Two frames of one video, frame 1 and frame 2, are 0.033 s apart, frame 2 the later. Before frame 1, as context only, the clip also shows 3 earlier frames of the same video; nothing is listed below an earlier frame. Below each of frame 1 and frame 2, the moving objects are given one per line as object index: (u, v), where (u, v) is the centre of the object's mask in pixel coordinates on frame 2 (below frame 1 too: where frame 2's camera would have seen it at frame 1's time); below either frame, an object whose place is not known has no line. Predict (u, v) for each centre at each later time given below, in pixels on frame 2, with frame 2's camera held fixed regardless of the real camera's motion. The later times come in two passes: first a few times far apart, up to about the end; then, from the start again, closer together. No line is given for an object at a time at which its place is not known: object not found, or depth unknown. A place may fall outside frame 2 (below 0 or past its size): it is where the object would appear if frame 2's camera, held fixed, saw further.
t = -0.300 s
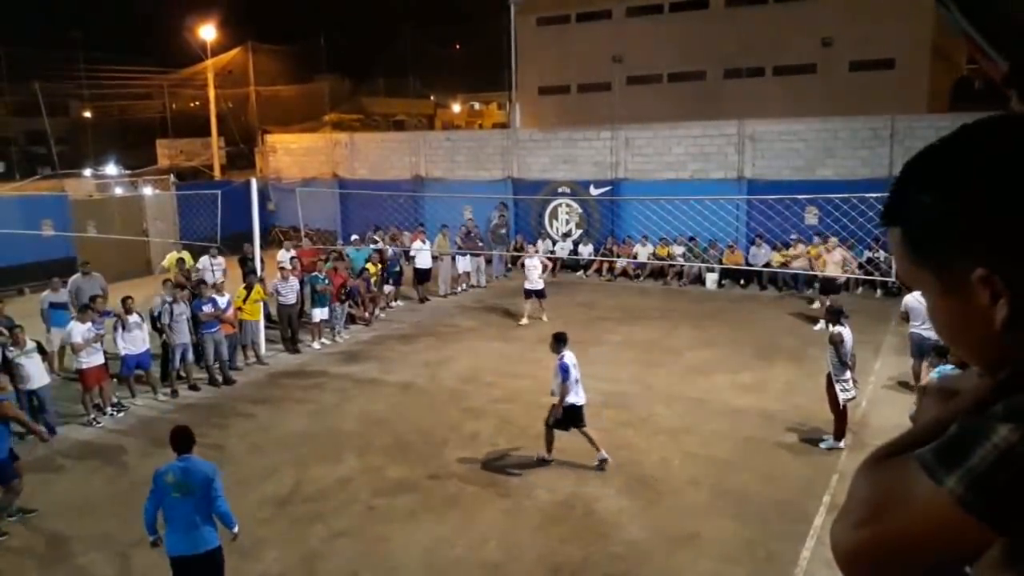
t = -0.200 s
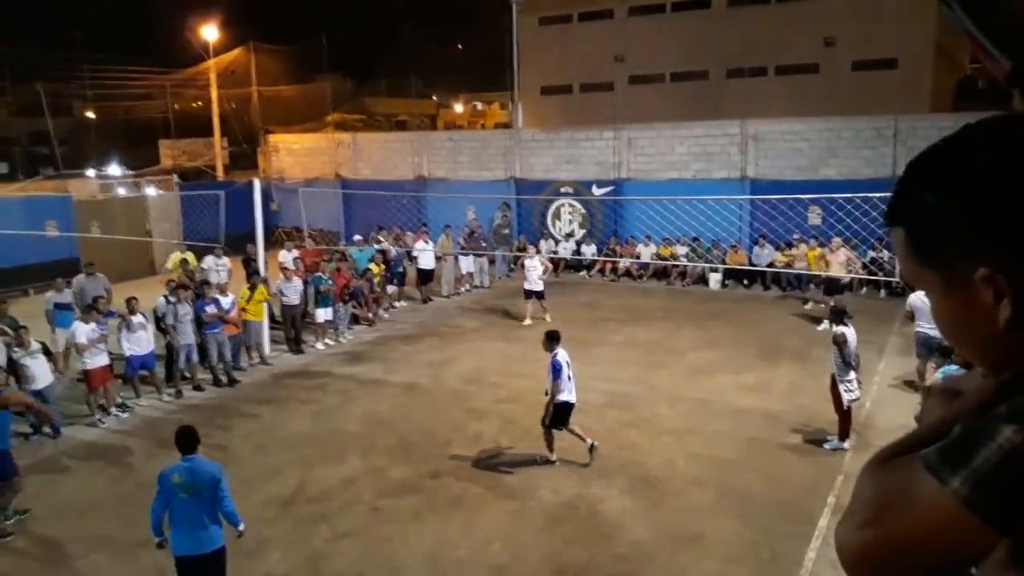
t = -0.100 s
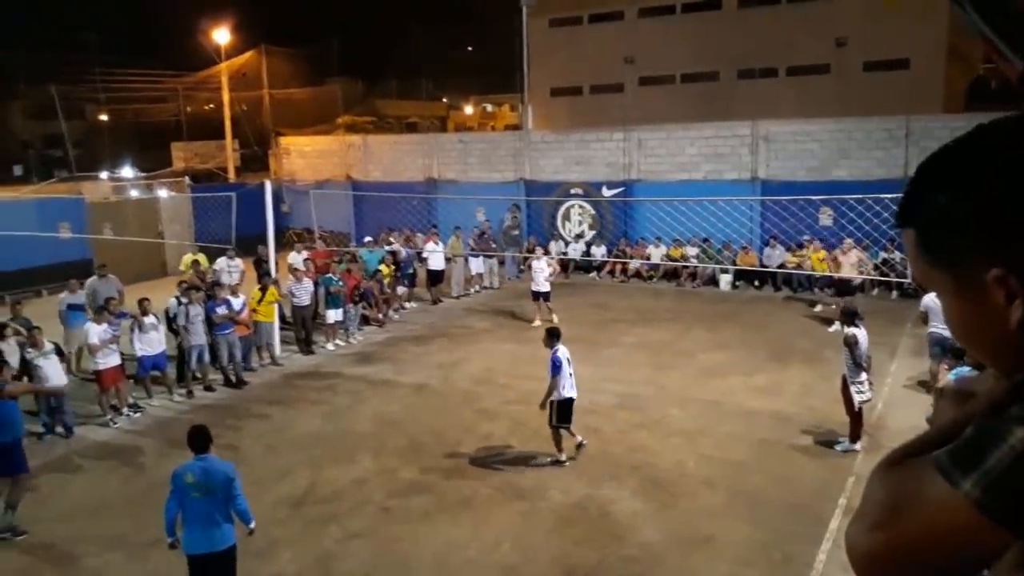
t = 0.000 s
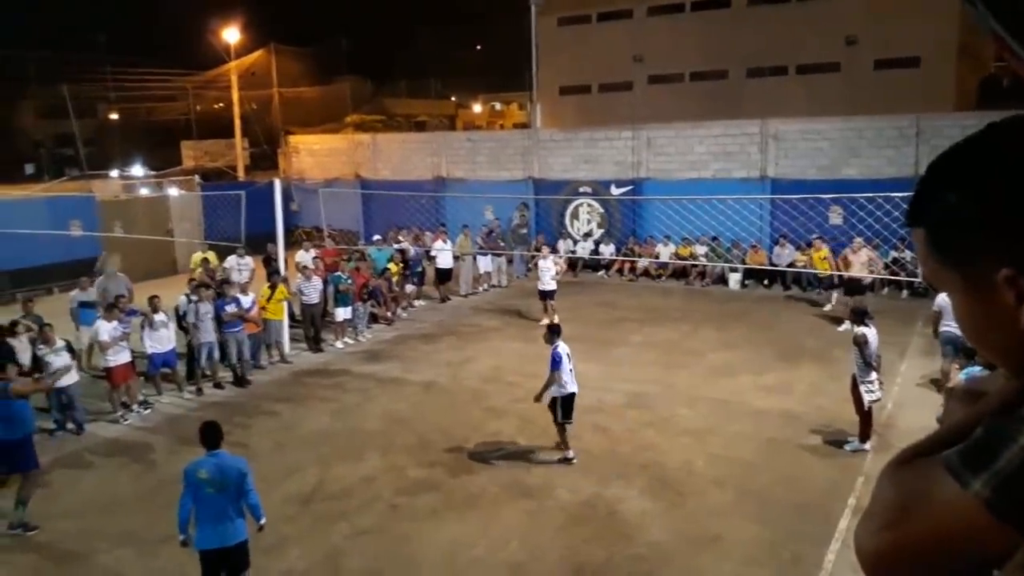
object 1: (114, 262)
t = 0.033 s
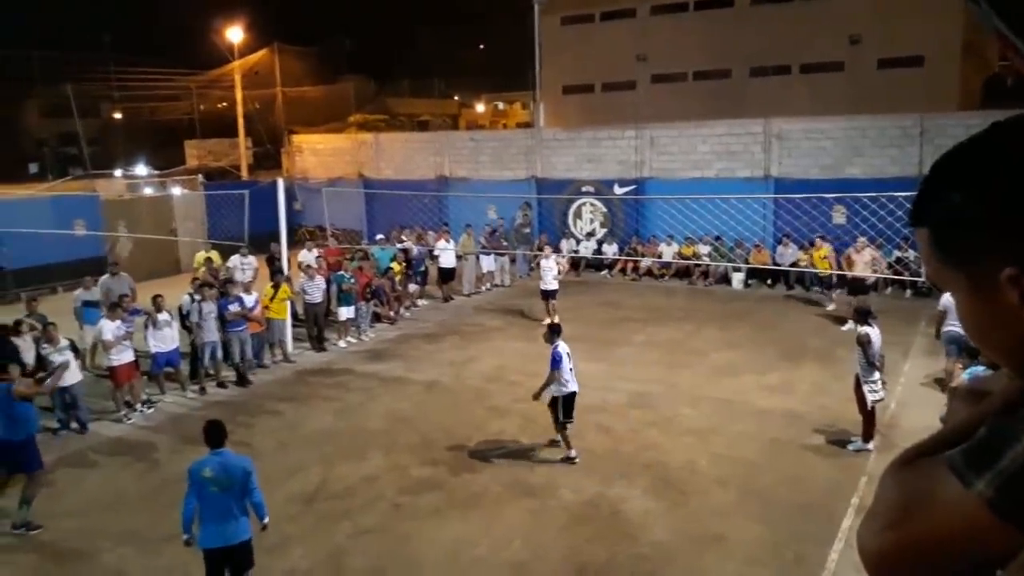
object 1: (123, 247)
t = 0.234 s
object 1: (167, 154)
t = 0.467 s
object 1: (226, 96)
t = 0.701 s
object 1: (287, 90)
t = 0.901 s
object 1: (339, 124)
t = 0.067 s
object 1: (130, 230)
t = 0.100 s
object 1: (139, 212)
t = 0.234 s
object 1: (167, 154)
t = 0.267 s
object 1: (174, 142)
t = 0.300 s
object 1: (182, 131)
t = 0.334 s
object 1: (191, 122)
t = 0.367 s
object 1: (199, 114)
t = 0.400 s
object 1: (209, 106)
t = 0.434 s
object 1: (220, 101)
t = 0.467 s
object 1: (226, 96)
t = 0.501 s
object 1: (236, 91)
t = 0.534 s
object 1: (245, 89)
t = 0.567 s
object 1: (254, 86)
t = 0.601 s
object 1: (260, 85)
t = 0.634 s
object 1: (269, 86)
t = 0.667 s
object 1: (278, 87)
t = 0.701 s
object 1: (287, 90)
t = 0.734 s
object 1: (297, 93)
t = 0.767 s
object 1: (305, 97)
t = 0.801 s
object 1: (314, 103)
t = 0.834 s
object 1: (323, 109)
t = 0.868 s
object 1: (331, 115)
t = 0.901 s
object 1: (339, 124)
